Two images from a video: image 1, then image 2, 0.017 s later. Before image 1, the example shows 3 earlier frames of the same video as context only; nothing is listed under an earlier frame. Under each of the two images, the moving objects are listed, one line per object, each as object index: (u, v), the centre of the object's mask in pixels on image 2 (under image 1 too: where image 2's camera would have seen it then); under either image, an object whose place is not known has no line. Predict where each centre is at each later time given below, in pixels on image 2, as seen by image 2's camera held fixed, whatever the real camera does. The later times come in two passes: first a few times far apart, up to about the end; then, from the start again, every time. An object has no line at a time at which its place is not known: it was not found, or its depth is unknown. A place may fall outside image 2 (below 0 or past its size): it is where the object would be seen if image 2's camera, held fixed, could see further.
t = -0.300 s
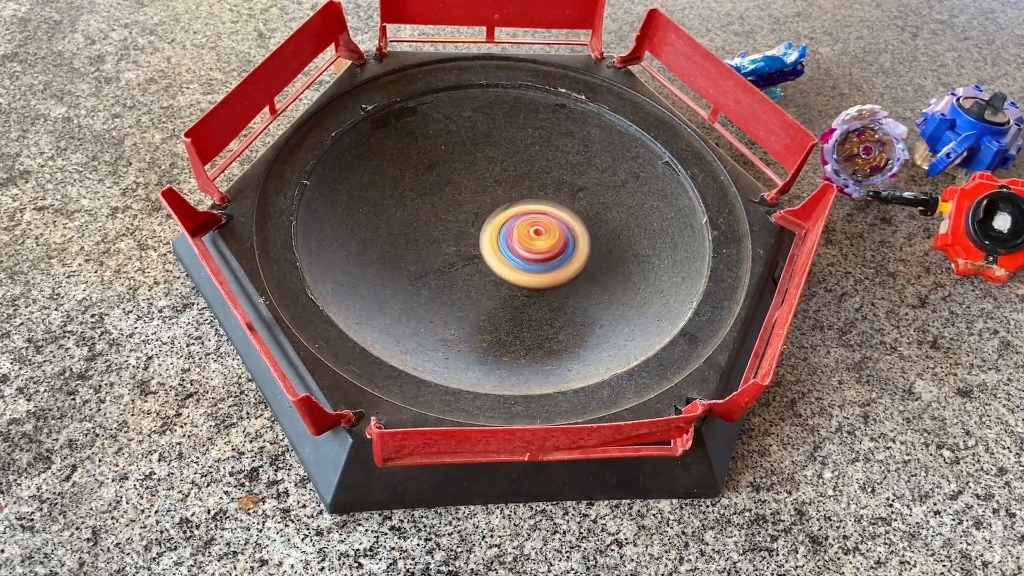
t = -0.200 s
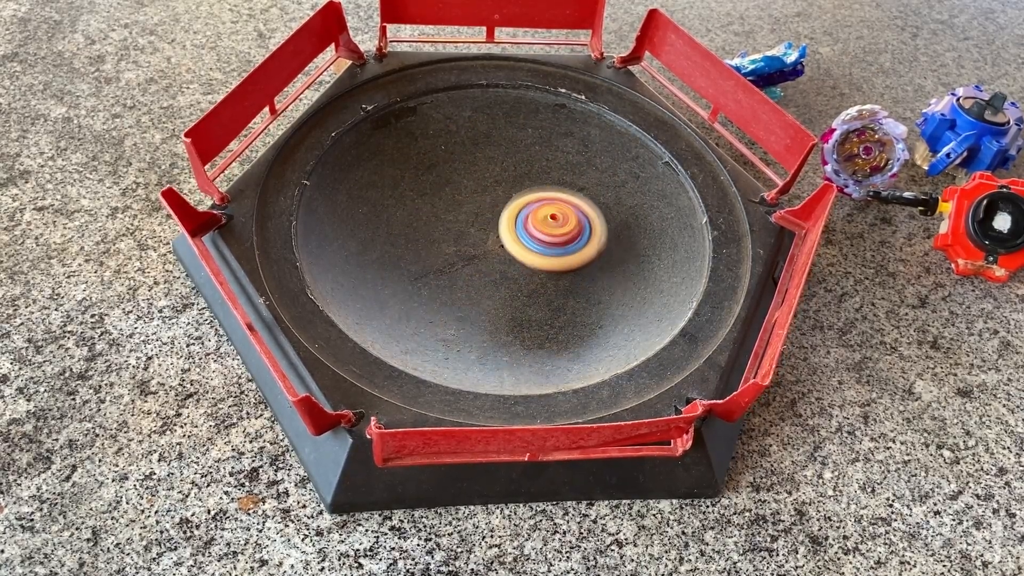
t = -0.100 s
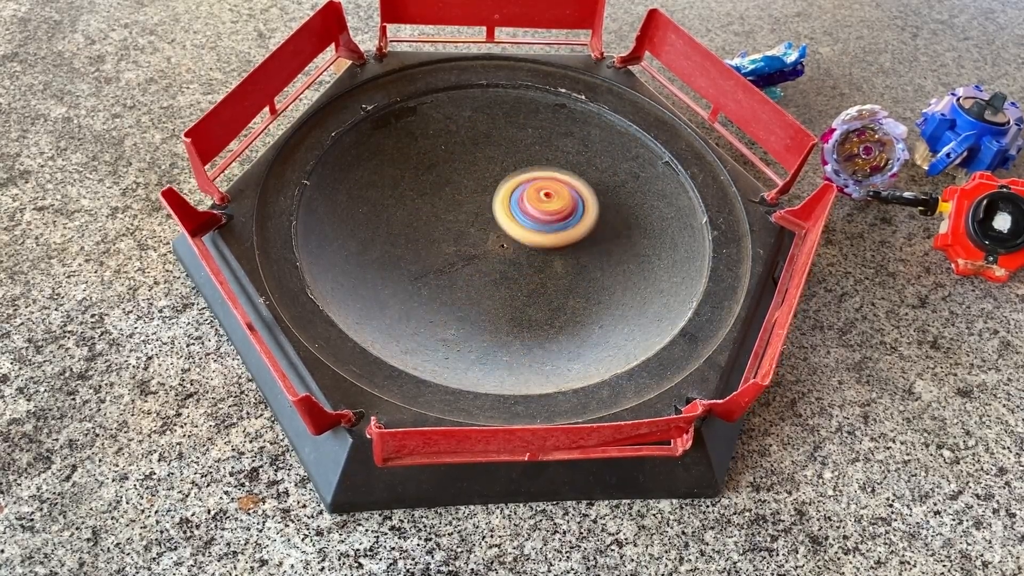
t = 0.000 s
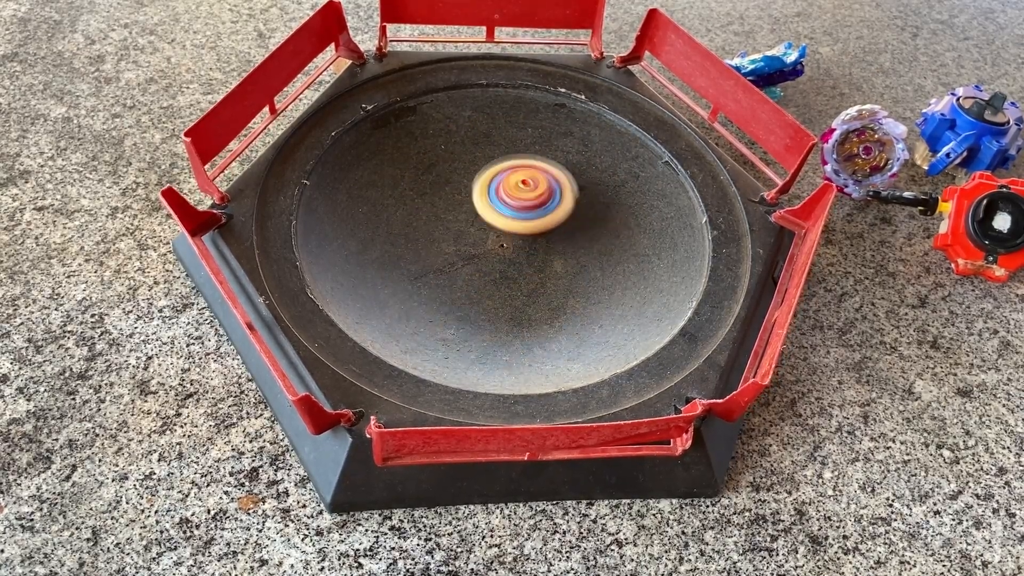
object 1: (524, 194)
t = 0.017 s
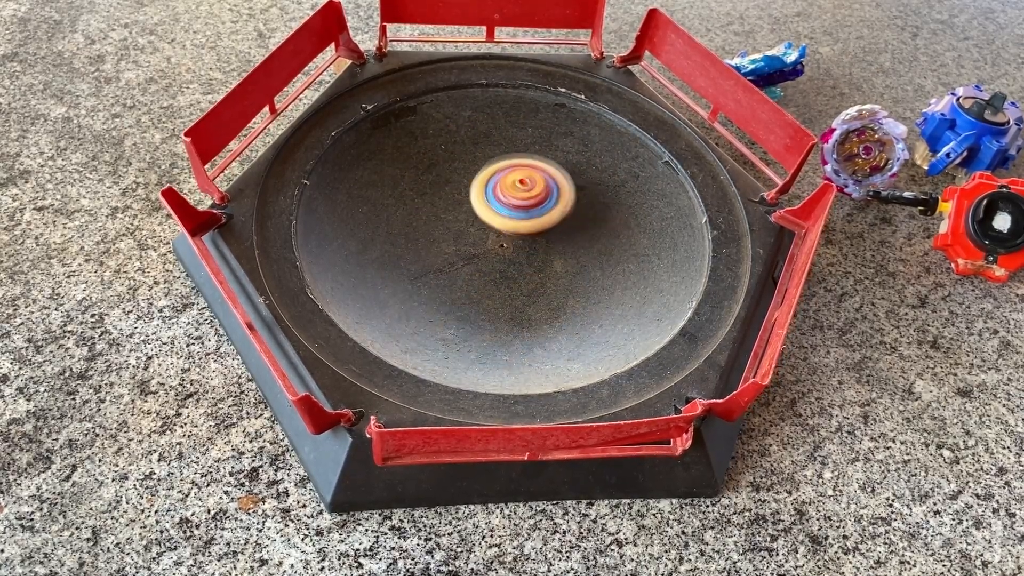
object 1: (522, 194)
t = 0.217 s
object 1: (532, 198)
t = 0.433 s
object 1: (553, 185)
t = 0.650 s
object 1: (501, 179)
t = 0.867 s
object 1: (512, 184)
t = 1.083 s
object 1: (512, 158)
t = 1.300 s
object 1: (475, 187)
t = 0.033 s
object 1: (520, 194)
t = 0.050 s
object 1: (519, 194)
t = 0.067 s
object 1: (518, 194)
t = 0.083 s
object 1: (518, 195)
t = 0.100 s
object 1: (518, 195)
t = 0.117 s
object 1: (518, 195)
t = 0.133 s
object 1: (519, 195)
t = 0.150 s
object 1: (521, 195)
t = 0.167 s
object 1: (523, 196)
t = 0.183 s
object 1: (526, 196)
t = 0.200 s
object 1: (529, 197)
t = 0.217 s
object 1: (532, 198)
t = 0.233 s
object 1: (535, 198)
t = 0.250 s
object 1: (538, 199)
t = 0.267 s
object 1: (541, 200)
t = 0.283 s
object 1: (543, 200)
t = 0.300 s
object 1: (546, 199)
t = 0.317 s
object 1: (548, 198)
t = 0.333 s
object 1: (550, 196)
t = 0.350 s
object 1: (552, 194)
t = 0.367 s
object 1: (554, 192)
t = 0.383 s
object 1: (556, 190)
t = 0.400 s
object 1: (556, 188)
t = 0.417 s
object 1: (555, 187)
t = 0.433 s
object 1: (553, 185)
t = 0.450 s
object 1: (550, 183)
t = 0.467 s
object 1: (548, 182)
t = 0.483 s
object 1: (544, 180)
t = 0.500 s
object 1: (540, 178)
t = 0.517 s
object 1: (536, 176)
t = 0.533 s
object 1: (533, 175)
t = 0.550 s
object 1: (529, 175)
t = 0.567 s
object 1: (523, 175)
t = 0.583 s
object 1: (518, 176)
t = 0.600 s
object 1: (513, 176)
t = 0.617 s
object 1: (509, 177)
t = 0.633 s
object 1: (505, 178)
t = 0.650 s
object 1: (501, 179)
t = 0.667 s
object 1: (500, 180)
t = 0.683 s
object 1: (499, 182)
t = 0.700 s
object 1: (498, 184)
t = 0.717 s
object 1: (498, 186)
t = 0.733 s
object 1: (498, 188)
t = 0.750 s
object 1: (499, 190)
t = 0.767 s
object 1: (500, 190)
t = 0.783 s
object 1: (501, 189)
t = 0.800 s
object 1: (503, 189)
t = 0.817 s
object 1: (505, 188)
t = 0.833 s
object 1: (508, 186)
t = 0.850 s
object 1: (510, 185)
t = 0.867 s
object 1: (512, 184)
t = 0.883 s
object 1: (513, 182)
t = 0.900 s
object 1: (515, 179)
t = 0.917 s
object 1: (517, 176)
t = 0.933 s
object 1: (518, 174)
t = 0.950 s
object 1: (520, 171)
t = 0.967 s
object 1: (521, 169)
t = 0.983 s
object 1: (522, 167)
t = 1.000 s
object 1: (521, 165)
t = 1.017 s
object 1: (520, 163)
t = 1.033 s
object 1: (518, 161)
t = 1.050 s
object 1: (516, 160)
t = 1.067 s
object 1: (513, 158)
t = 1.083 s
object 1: (512, 158)
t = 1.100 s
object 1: (509, 158)
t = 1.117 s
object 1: (505, 159)
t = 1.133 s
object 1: (502, 161)
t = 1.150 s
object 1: (498, 163)
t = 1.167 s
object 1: (493, 165)
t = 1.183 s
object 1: (489, 166)
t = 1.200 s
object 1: (487, 169)
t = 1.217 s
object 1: (485, 172)
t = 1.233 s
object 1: (482, 175)
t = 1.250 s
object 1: (480, 179)
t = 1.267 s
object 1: (478, 182)
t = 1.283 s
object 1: (476, 185)
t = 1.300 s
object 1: (475, 187)
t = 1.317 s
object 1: (477, 189)
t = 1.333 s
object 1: (478, 191)
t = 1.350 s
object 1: (479, 193)
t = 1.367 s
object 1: (480, 194)
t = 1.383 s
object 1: (480, 195)
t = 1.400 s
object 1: (481, 194)
